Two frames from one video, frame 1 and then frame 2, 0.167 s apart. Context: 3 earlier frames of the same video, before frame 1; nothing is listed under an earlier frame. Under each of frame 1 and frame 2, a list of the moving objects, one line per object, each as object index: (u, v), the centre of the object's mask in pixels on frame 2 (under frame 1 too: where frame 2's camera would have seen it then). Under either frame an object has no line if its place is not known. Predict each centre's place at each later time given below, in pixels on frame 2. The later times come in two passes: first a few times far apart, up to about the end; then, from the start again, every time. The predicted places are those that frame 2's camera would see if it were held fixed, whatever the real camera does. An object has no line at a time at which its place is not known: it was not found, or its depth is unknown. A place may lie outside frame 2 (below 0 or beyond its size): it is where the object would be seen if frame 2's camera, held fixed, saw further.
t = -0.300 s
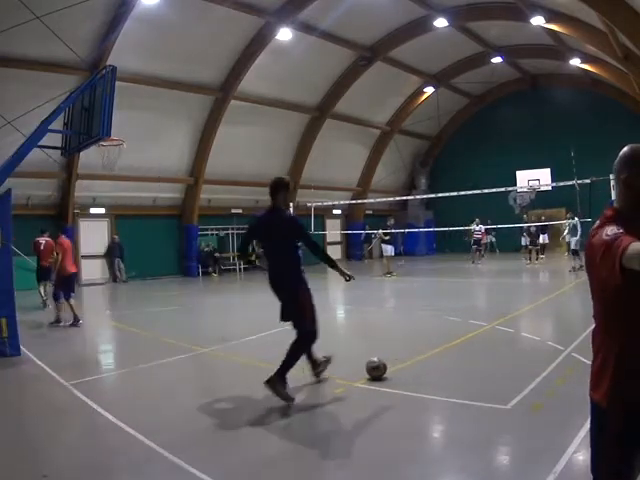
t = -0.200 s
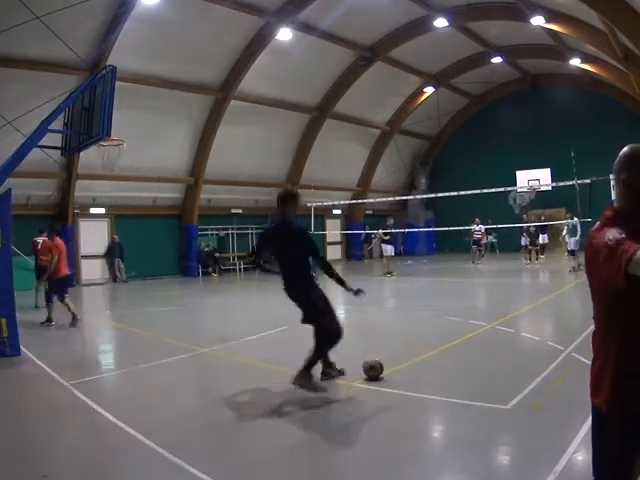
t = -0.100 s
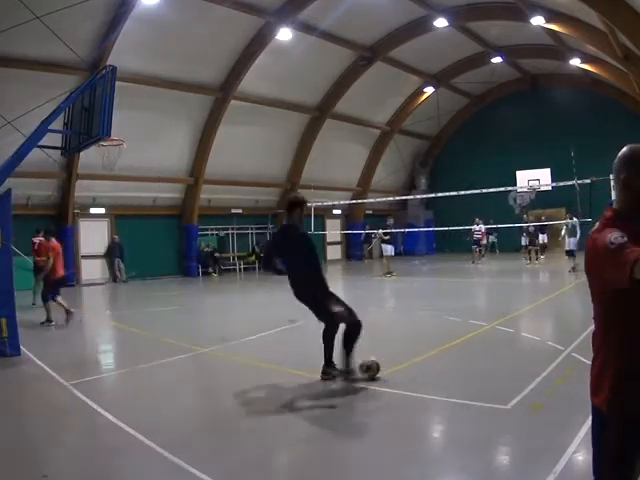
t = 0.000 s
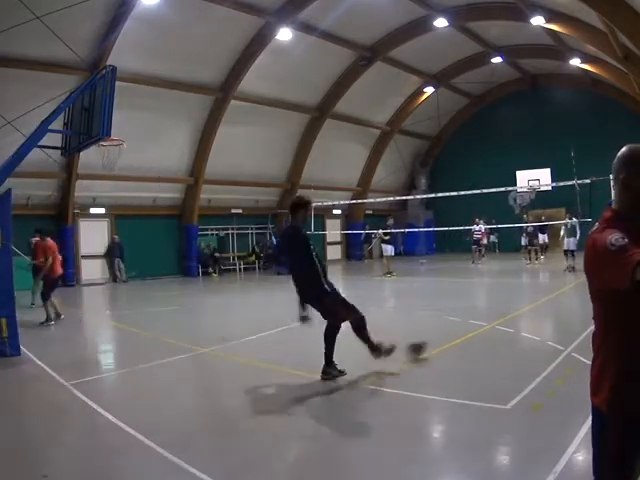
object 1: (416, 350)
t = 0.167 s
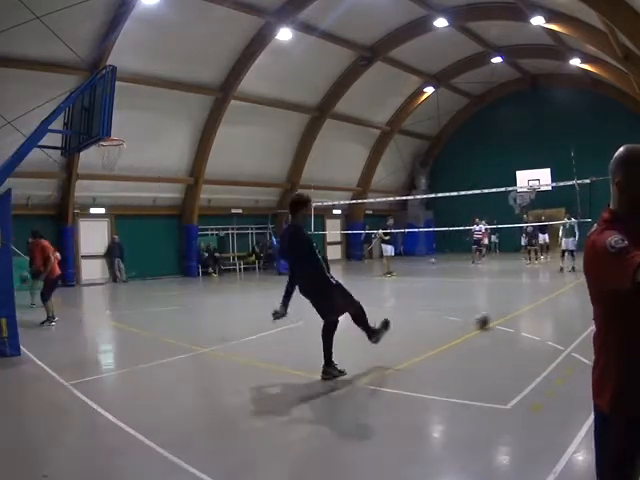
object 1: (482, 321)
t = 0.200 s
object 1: (492, 318)
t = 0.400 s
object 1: (530, 301)
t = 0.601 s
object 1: (551, 290)
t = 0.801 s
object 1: (566, 284)
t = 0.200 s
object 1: (492, 318)
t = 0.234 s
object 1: (500, 315)
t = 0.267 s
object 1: (507, 312)
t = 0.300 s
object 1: (514, 308)
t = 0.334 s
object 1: (519, 304)
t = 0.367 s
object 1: (525, 303)
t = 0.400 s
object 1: (530, 301)
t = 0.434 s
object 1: (534, 298)
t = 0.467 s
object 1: (538, 296)
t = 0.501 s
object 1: (543, 296)
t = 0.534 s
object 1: (546, 293)
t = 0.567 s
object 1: (549, 292)
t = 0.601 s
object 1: (551, 290)
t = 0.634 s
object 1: (554, 289)
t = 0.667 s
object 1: (556, 288)
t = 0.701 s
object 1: (559, 287)
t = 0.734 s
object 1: (561, 286)
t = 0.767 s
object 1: (563, 285)
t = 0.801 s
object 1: (566, 284)
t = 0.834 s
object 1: (567, 282)
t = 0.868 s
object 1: (569, 281)
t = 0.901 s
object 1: (571, 280)
